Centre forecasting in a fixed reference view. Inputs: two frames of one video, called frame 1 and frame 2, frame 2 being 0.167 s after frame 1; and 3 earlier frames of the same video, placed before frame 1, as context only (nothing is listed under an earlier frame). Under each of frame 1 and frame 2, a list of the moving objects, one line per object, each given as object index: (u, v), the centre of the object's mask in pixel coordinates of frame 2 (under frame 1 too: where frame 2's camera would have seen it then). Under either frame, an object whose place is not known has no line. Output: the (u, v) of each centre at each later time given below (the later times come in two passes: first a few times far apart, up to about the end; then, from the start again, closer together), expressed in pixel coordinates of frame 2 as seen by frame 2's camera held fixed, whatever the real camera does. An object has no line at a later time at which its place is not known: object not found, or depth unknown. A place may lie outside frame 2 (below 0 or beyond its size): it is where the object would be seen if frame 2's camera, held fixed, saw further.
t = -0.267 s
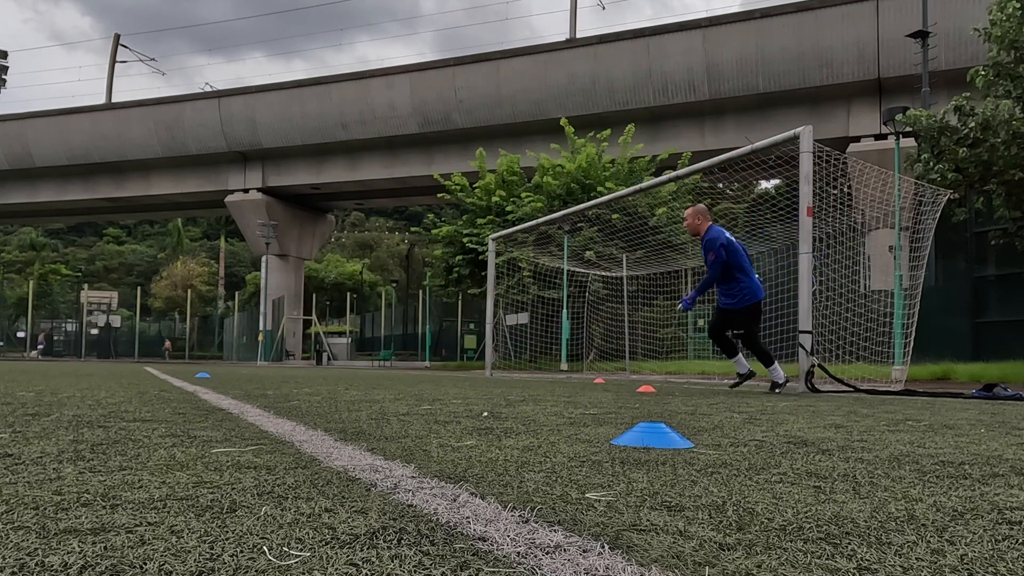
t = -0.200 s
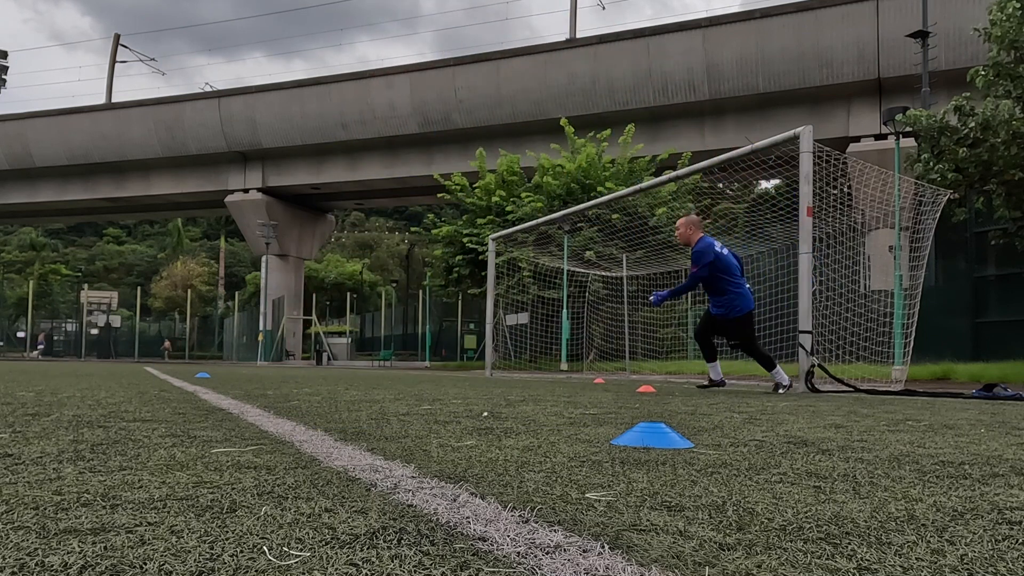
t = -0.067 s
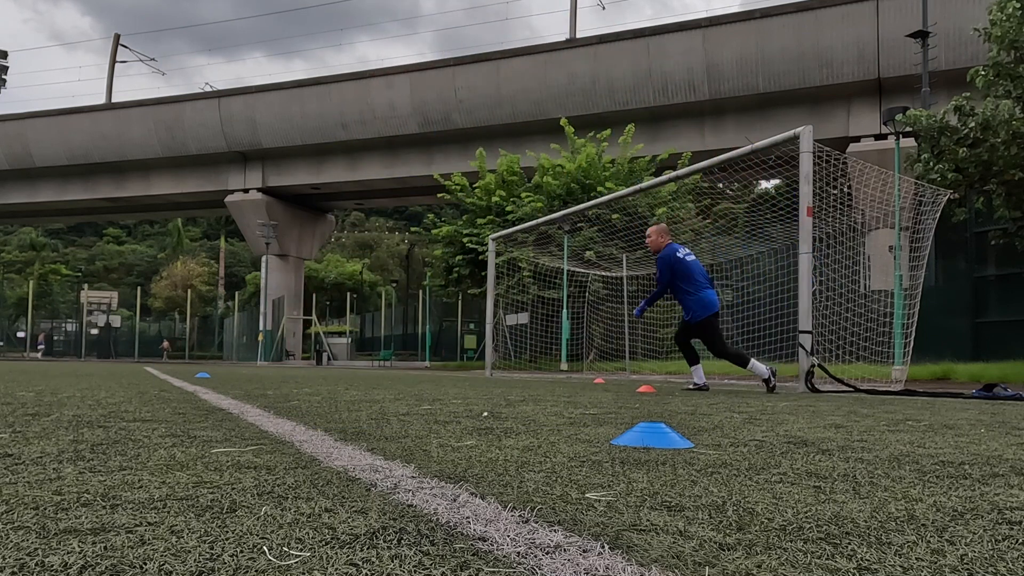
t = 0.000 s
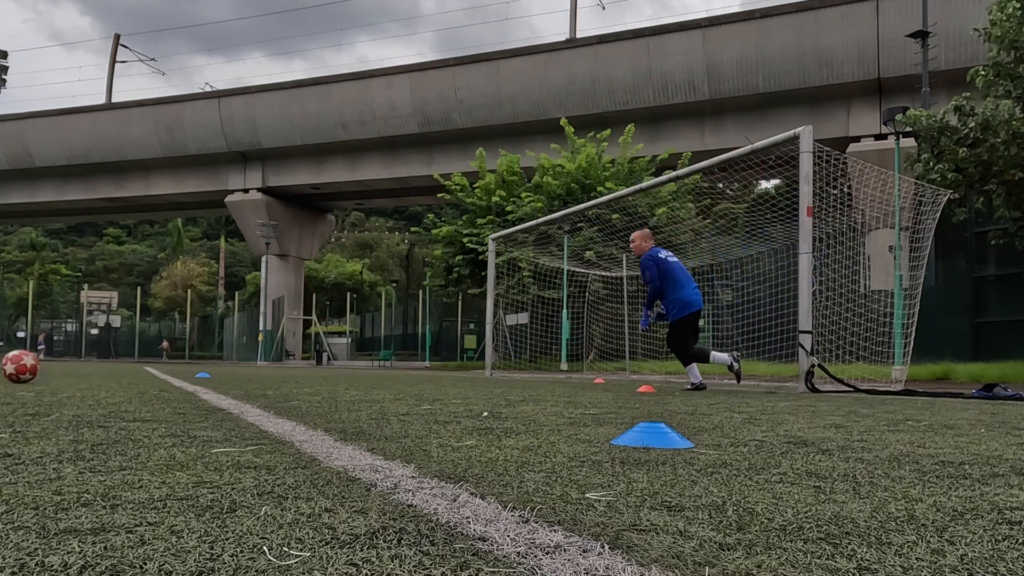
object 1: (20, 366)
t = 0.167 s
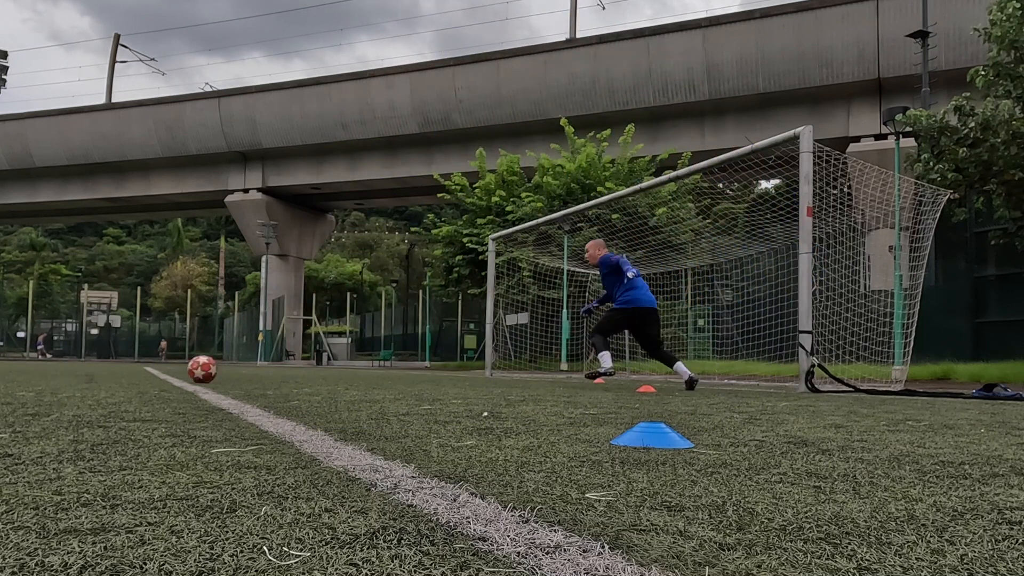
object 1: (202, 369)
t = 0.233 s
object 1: (254, 369)
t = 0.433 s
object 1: (377, 371)
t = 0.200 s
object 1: (230, 369)
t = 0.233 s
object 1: (254, 369)
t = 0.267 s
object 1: (278, 369)
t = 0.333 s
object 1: (321, 370)
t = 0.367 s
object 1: (341, 369)
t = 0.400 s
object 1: (359, 369)
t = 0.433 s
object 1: (377, 371)
